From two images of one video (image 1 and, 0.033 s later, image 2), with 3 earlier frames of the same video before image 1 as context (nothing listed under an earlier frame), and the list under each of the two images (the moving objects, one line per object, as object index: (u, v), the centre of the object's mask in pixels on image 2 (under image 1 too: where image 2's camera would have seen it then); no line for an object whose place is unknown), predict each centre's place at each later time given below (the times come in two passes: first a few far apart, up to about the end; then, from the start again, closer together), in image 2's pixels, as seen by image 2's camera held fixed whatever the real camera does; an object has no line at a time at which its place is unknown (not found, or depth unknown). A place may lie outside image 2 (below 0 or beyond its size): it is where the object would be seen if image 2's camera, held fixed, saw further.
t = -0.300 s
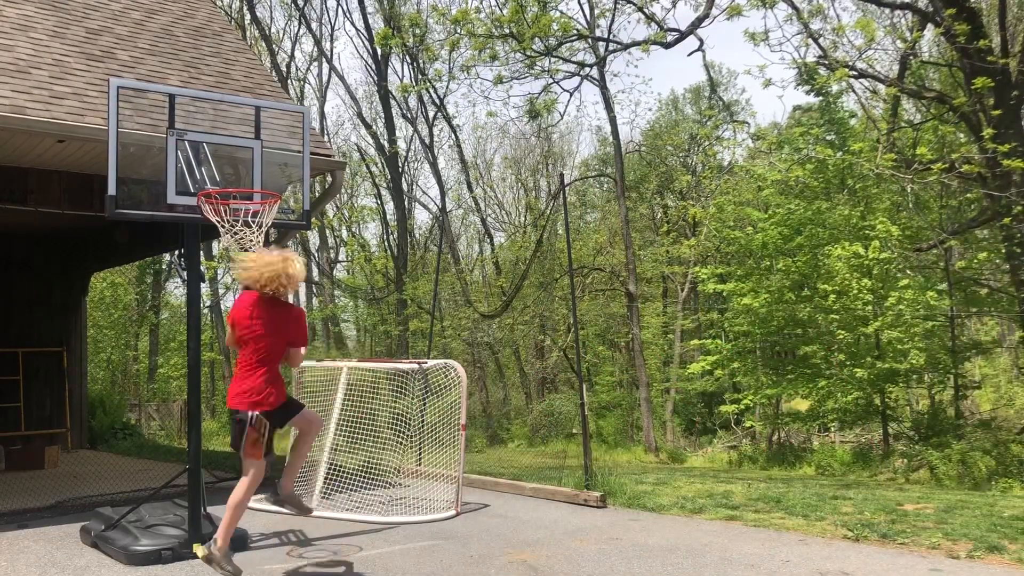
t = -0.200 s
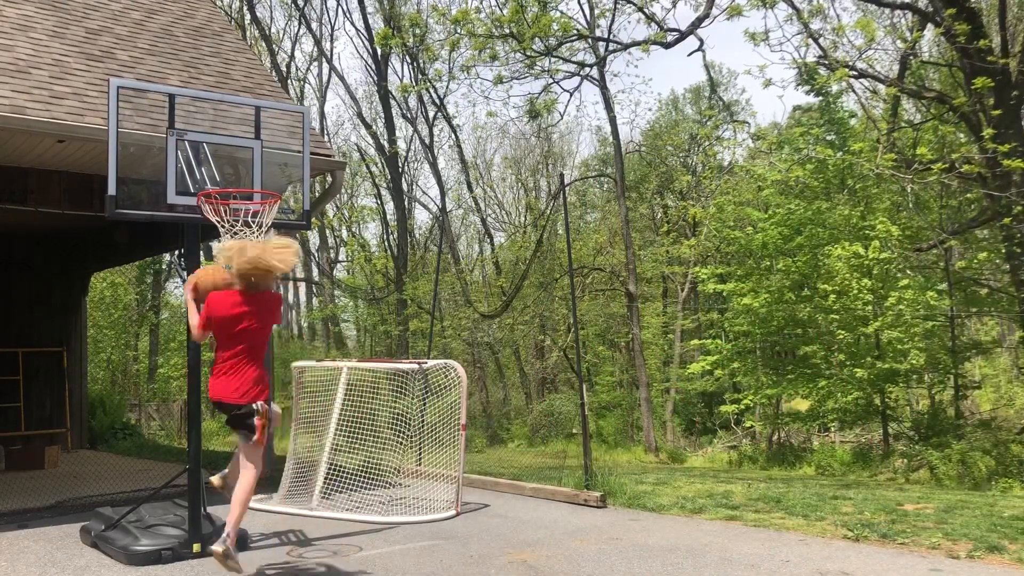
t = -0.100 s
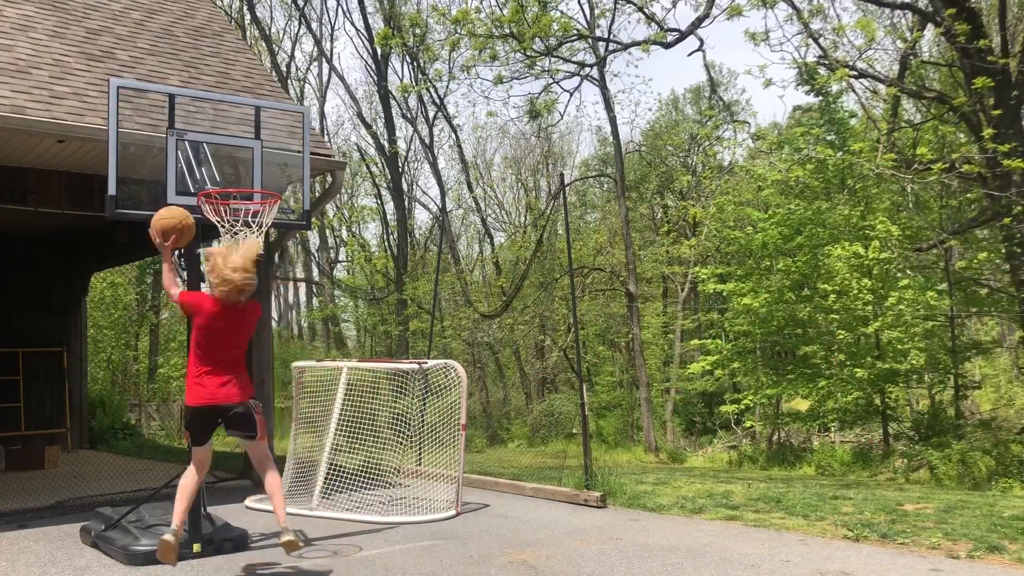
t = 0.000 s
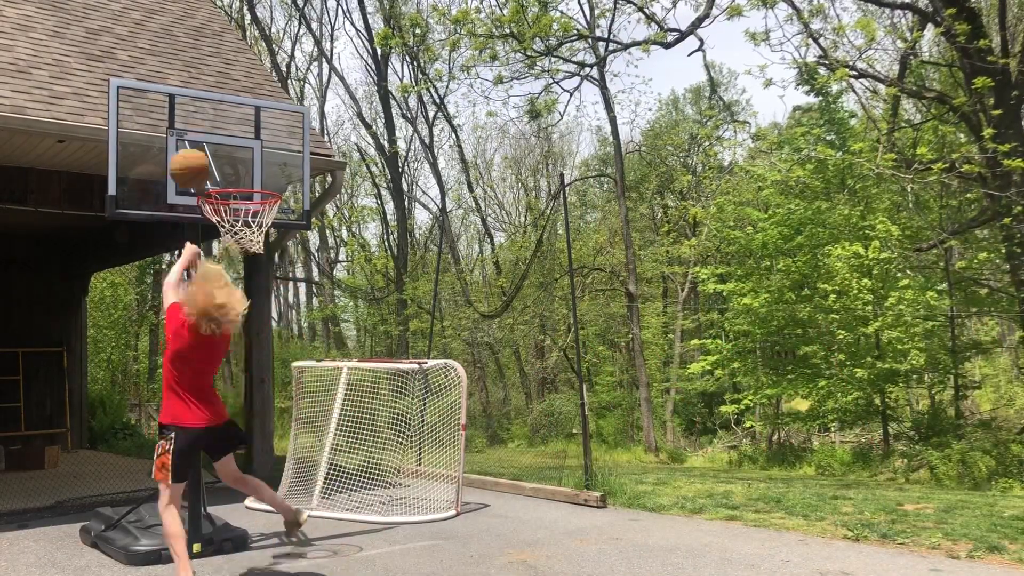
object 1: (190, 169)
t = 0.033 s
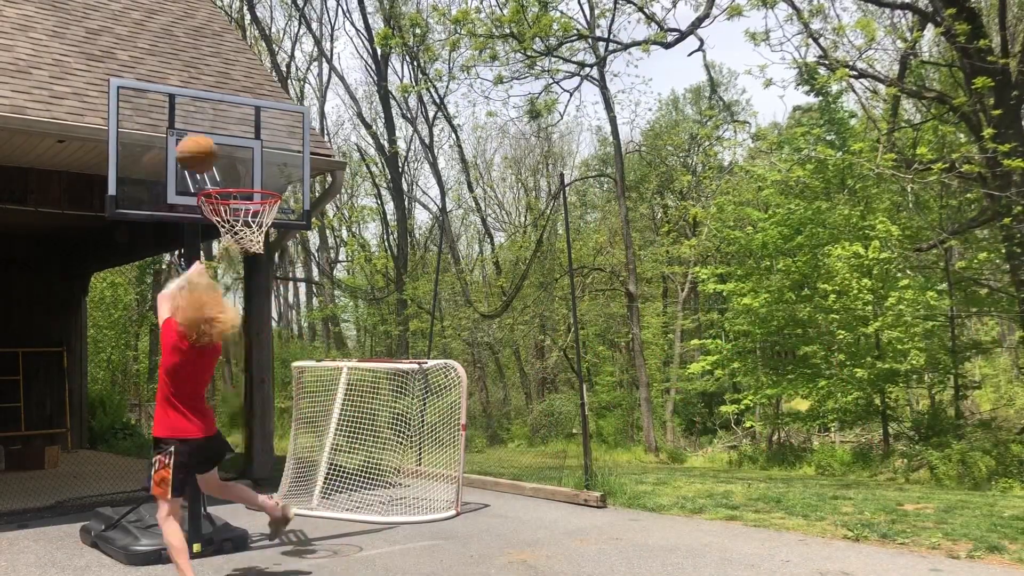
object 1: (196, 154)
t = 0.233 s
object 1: (236, 109)
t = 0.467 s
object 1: (291, 147)
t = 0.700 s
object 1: (349, 268)
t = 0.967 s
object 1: (418, 517)
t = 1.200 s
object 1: (420, 391)
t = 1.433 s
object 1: (415, 279)
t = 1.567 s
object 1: (412, 254)
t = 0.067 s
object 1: (203, 141)
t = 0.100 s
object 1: (209, 130)
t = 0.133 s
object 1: (216, 122)
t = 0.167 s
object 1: (222, 115)
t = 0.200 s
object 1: (227, 111)
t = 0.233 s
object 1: (236, 109)
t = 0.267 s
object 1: (243, 110)
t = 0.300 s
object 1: (251, 112)
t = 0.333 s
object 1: (259, 115)
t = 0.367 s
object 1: (267, 121)
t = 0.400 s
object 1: (275, 128)
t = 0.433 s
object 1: (283, 137)
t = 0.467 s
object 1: (291, 147)
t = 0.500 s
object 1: (298, 159)
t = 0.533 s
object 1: (306, 172)
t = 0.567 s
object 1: (314, 188)
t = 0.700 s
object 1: (349, 268)
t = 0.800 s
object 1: (374, 346)
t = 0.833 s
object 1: (382, 377)
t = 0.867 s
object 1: (391, 408)
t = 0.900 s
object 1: (399, 442)
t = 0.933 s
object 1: (409, 479)
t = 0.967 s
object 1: (418, 517)
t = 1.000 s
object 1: (426, 554)
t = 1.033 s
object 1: (425, 523)
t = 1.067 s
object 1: (424, 493)
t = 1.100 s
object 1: (424, 465)
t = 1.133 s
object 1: (423, 438)
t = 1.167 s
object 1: (422, 414)
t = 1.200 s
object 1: (420, 391)
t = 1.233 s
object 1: (420, 369)
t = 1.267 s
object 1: (419, 350)
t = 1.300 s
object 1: (419, 332)
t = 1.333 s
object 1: (417, 316)
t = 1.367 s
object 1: (417, 302)
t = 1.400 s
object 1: (416, 290)
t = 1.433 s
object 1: (415, 279)
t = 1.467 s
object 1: (414, 270)
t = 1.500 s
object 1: (414, 262)
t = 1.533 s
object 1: (413, 258)
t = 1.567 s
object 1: (412, 254)
